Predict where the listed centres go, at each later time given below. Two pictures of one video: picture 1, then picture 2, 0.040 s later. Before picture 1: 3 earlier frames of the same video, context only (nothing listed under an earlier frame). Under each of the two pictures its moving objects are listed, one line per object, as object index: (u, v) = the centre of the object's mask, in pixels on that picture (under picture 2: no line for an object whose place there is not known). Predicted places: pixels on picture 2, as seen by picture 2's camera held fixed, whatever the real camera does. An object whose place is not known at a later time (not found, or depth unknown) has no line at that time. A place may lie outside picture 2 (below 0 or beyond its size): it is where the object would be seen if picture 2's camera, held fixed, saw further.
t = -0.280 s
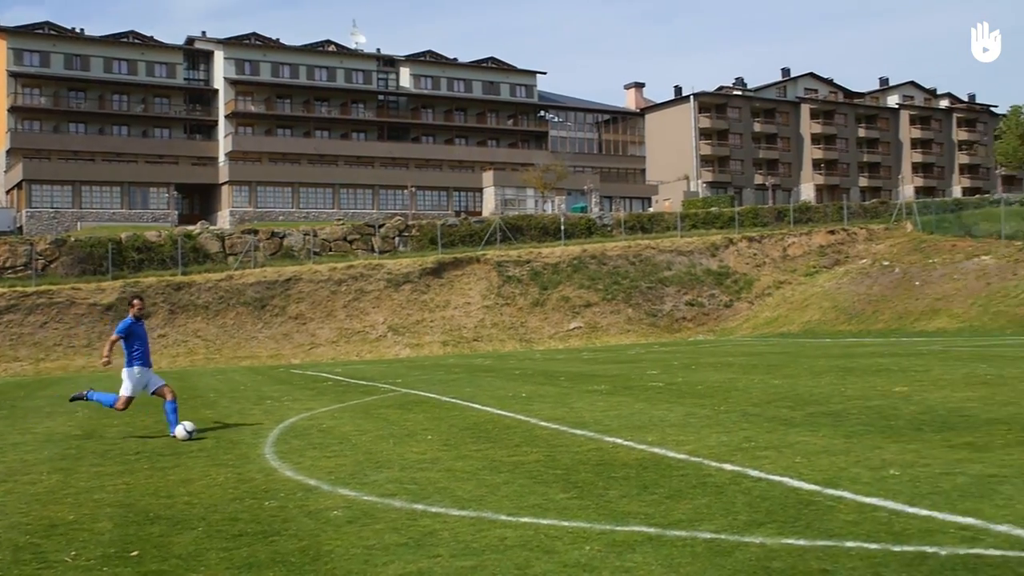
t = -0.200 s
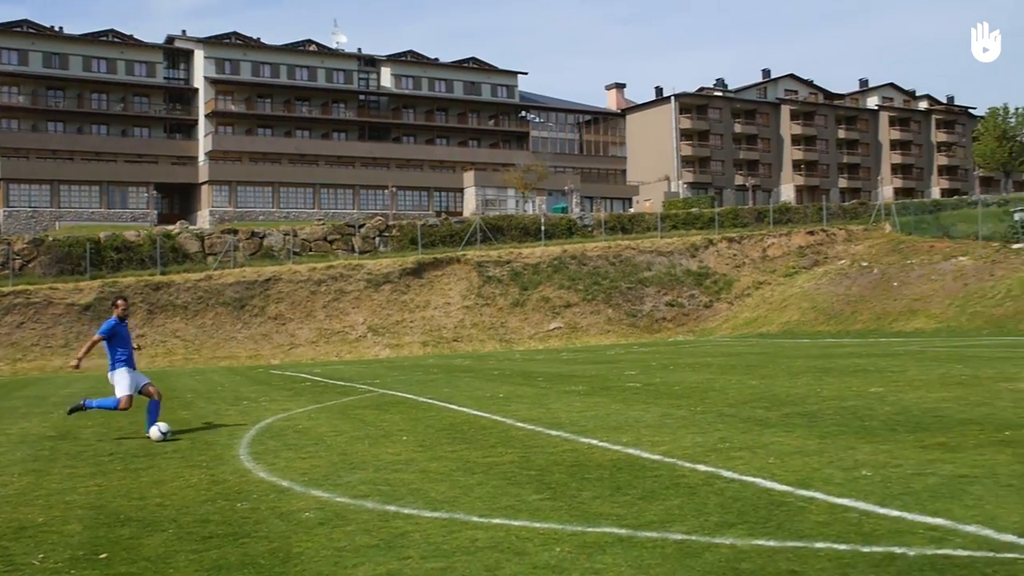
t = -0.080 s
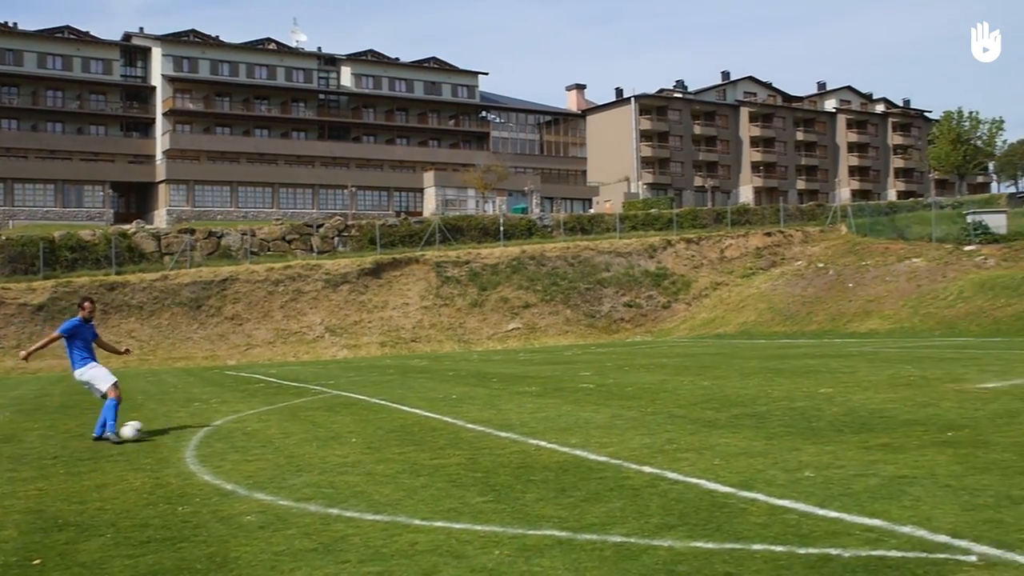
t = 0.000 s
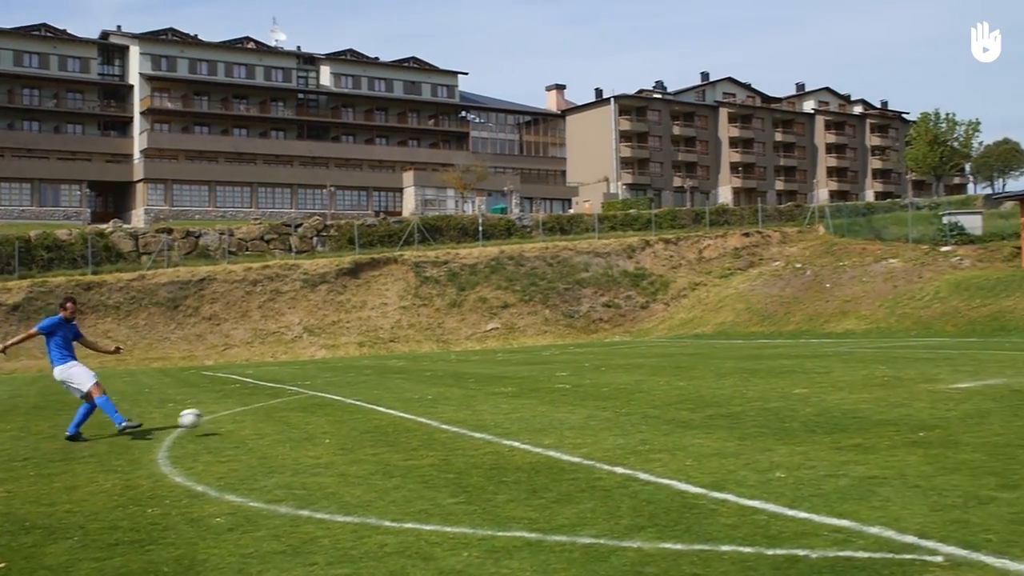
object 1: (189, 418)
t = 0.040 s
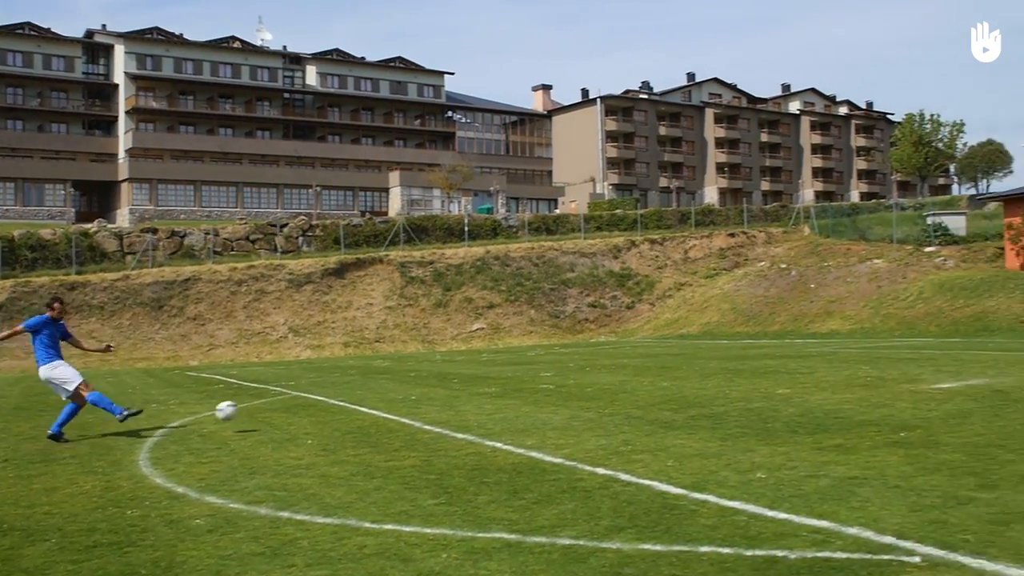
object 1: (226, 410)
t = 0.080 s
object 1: (278, 402)
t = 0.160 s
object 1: (351, 390)
